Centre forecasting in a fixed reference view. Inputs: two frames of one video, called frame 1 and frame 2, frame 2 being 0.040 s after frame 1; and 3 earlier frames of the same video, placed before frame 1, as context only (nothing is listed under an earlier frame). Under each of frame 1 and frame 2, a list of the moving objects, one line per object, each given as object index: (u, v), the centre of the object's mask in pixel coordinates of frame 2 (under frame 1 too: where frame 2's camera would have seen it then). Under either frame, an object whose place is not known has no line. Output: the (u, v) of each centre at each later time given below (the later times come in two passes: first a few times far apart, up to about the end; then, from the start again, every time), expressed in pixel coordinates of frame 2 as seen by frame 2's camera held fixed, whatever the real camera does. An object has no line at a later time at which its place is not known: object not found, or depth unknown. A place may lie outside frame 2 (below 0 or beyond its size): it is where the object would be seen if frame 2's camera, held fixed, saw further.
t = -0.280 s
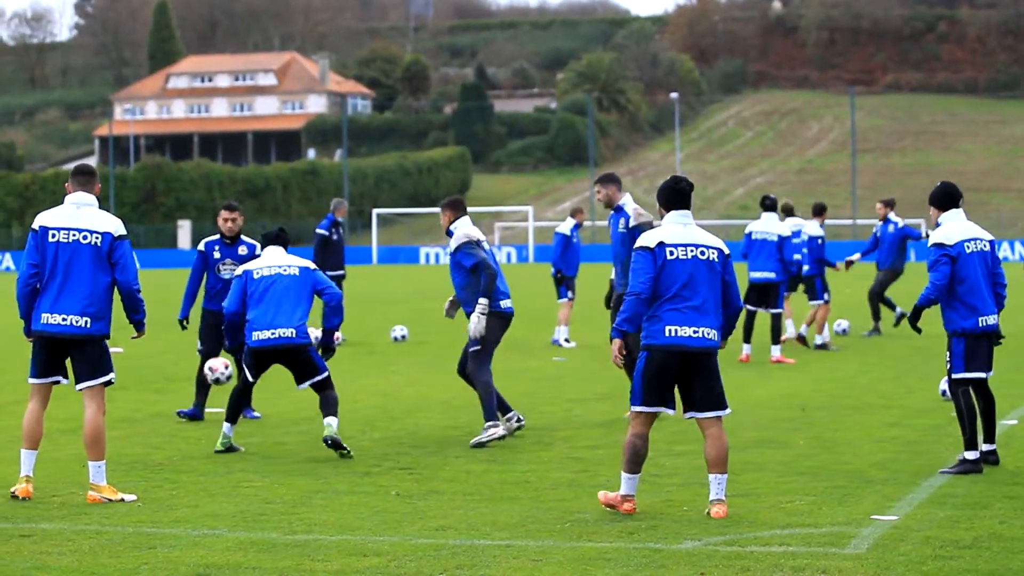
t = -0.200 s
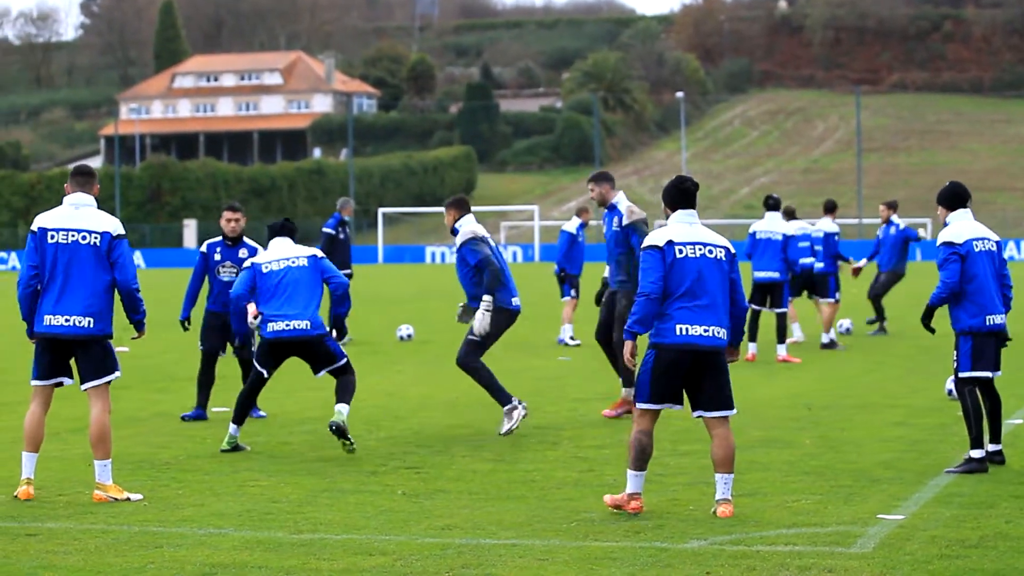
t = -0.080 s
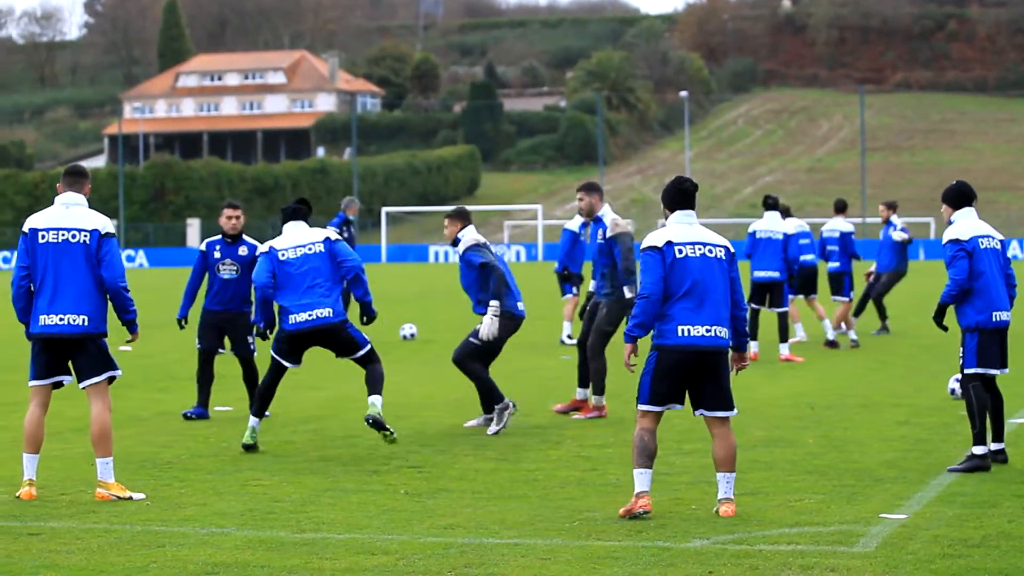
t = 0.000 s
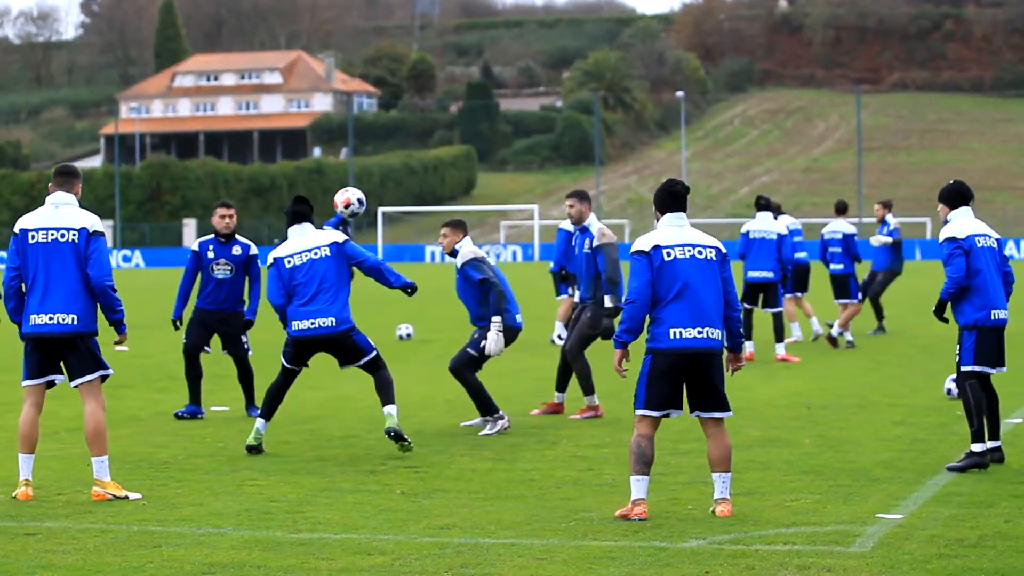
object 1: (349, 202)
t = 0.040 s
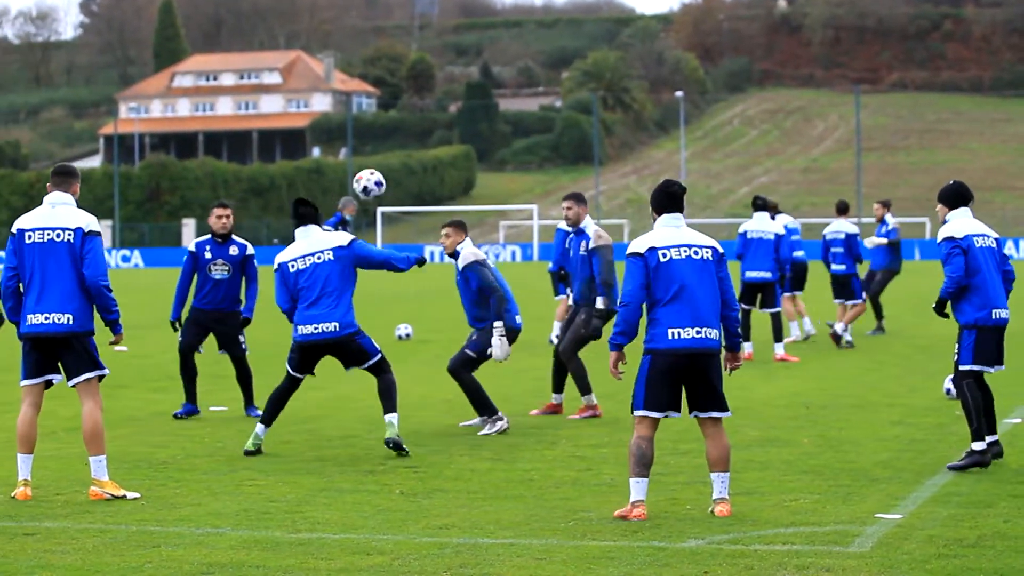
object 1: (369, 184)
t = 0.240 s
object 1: (478, 124)
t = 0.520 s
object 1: (655, 123)
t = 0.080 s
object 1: (390, 169)
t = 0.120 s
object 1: (411, 154)
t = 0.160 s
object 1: (433, 142)
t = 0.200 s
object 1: (455, 132)
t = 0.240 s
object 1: (478, 124)
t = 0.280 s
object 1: (502, 117)
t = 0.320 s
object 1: (525, 112)
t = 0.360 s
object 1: (549, 110)
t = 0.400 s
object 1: (575, 110)
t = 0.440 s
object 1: (600, 112)
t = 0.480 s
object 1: (628, 116)
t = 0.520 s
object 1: (655, 123)
